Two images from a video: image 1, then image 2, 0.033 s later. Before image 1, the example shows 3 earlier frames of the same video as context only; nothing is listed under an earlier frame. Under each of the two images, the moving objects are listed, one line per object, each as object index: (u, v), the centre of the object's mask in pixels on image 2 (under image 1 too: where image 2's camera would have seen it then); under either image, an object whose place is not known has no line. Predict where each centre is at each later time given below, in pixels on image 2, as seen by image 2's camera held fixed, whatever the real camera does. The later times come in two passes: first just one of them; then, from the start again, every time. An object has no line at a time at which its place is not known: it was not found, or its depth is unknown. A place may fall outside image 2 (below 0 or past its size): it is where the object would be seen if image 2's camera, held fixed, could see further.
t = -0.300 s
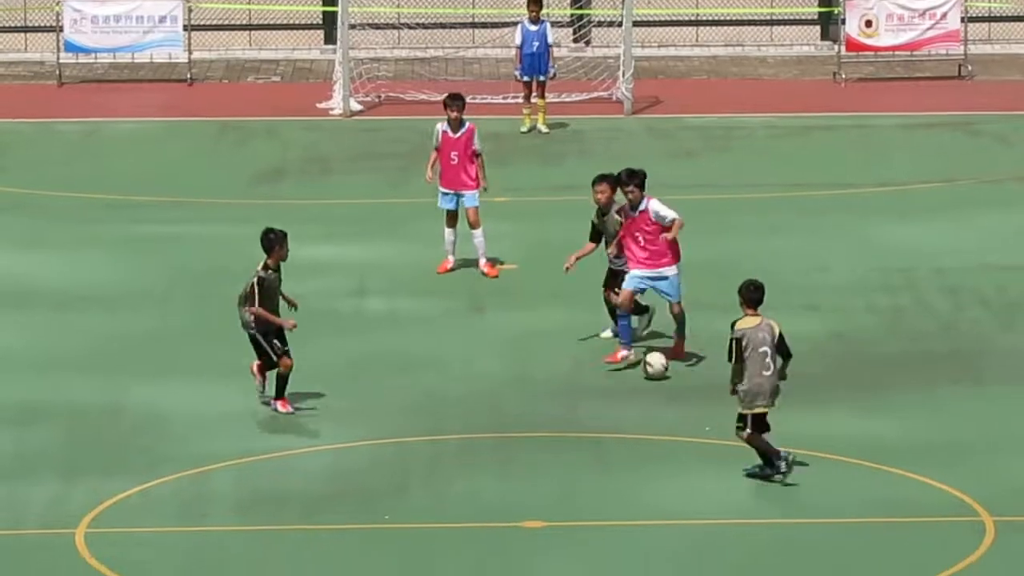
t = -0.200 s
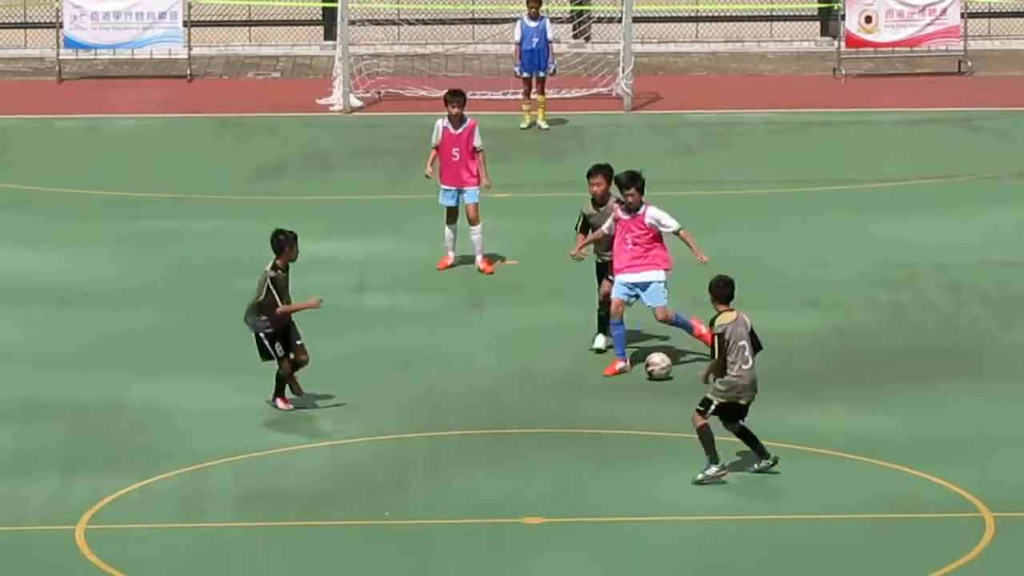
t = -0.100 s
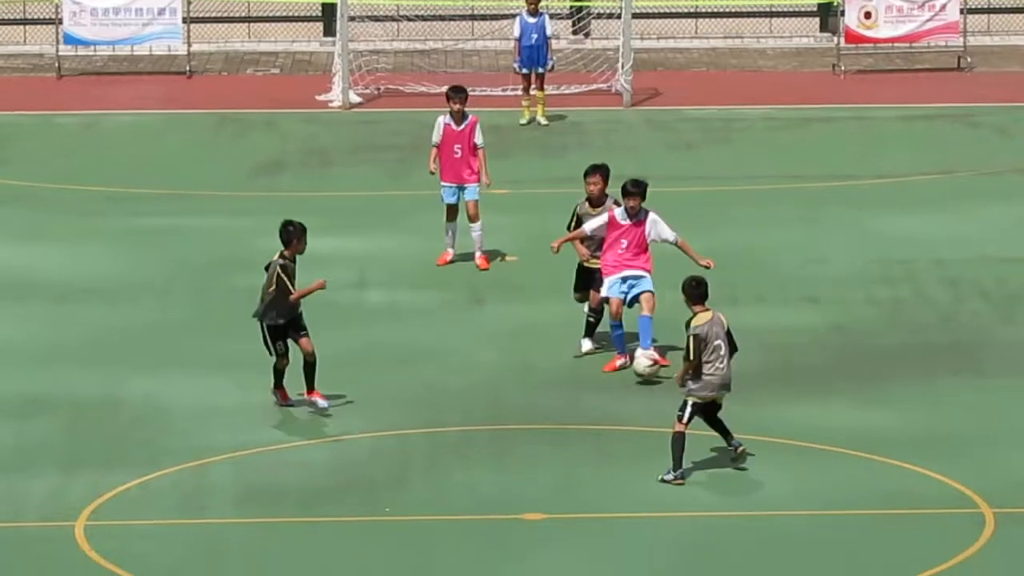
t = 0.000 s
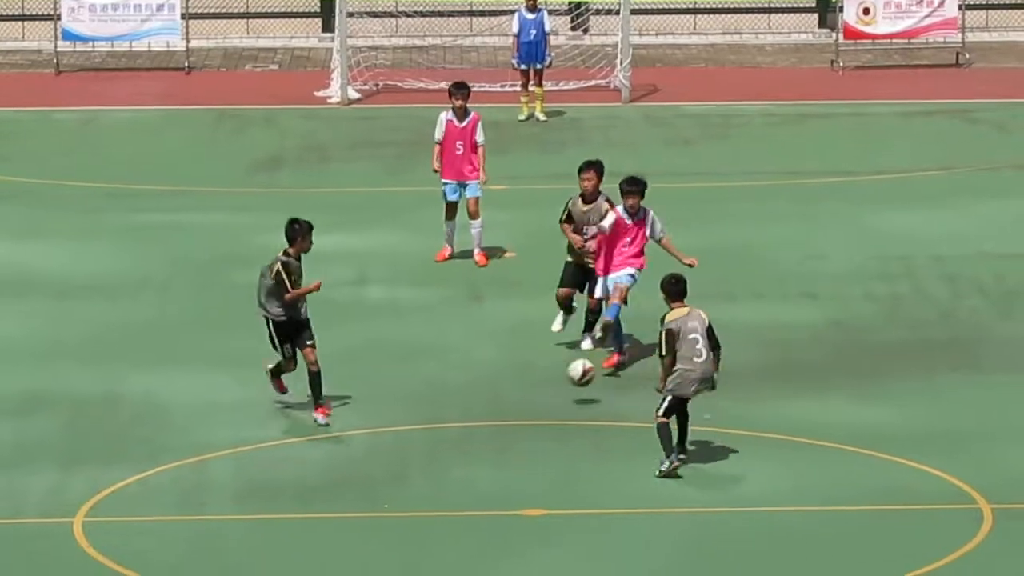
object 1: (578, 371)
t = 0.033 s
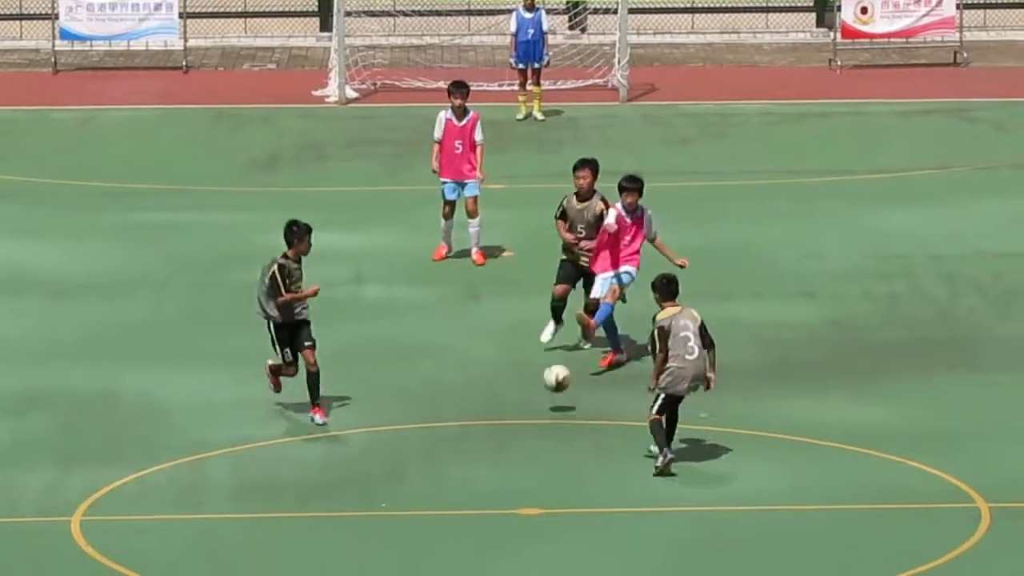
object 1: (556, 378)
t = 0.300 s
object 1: (373, 464)
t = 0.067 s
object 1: (534, 386)
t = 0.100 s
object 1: (511, 396)
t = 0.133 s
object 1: (487, 407)
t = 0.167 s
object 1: (464, 420)
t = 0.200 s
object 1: (439, 435)
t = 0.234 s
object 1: (414, 452)
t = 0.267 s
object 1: (393, 458)
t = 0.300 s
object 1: (373, 464)
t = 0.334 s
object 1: (352, 471)
